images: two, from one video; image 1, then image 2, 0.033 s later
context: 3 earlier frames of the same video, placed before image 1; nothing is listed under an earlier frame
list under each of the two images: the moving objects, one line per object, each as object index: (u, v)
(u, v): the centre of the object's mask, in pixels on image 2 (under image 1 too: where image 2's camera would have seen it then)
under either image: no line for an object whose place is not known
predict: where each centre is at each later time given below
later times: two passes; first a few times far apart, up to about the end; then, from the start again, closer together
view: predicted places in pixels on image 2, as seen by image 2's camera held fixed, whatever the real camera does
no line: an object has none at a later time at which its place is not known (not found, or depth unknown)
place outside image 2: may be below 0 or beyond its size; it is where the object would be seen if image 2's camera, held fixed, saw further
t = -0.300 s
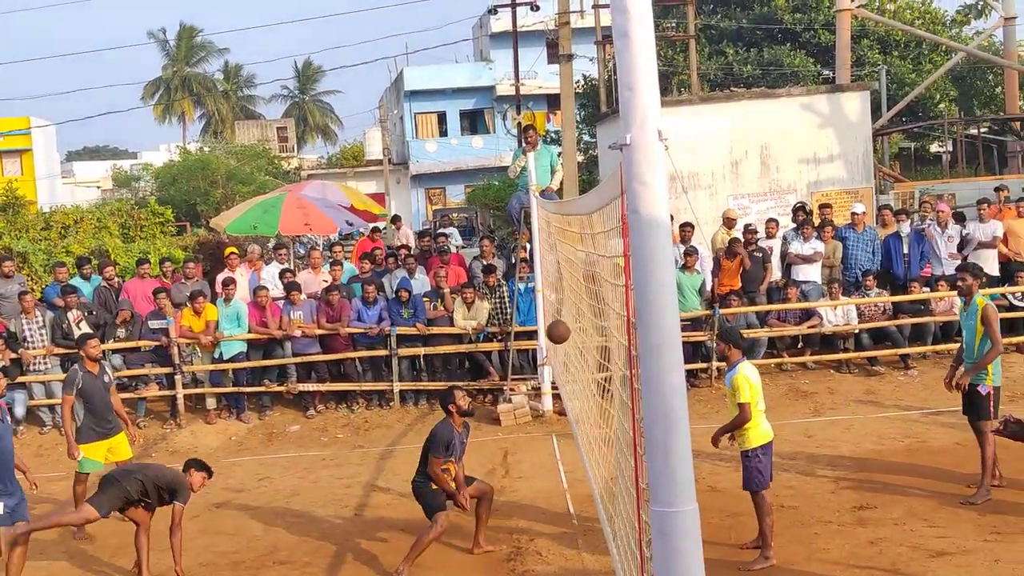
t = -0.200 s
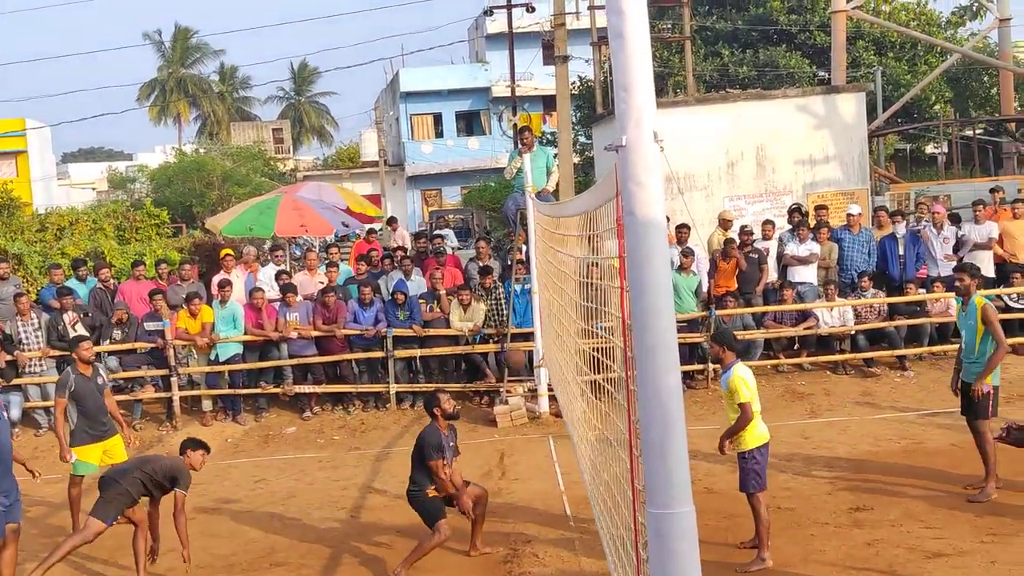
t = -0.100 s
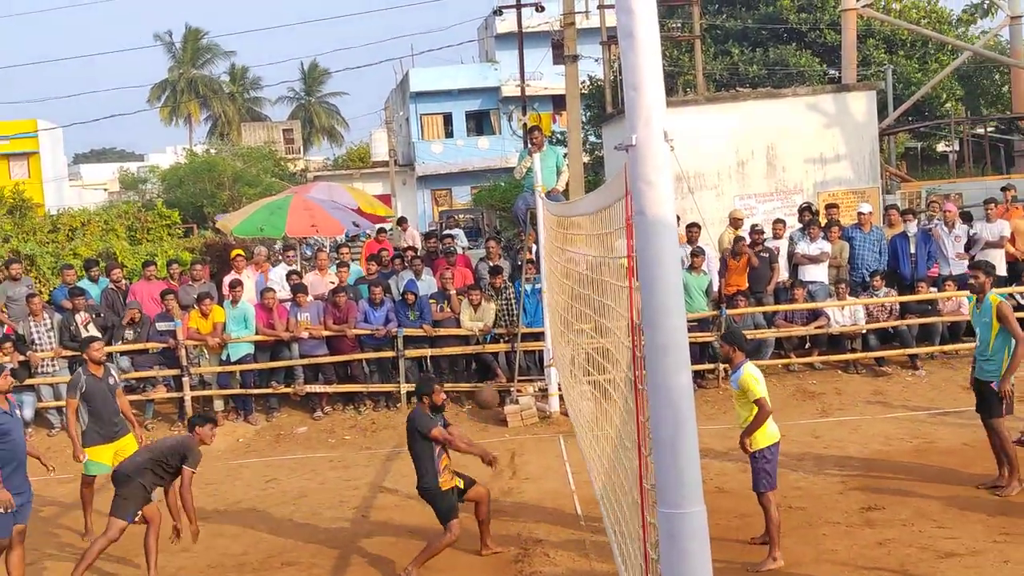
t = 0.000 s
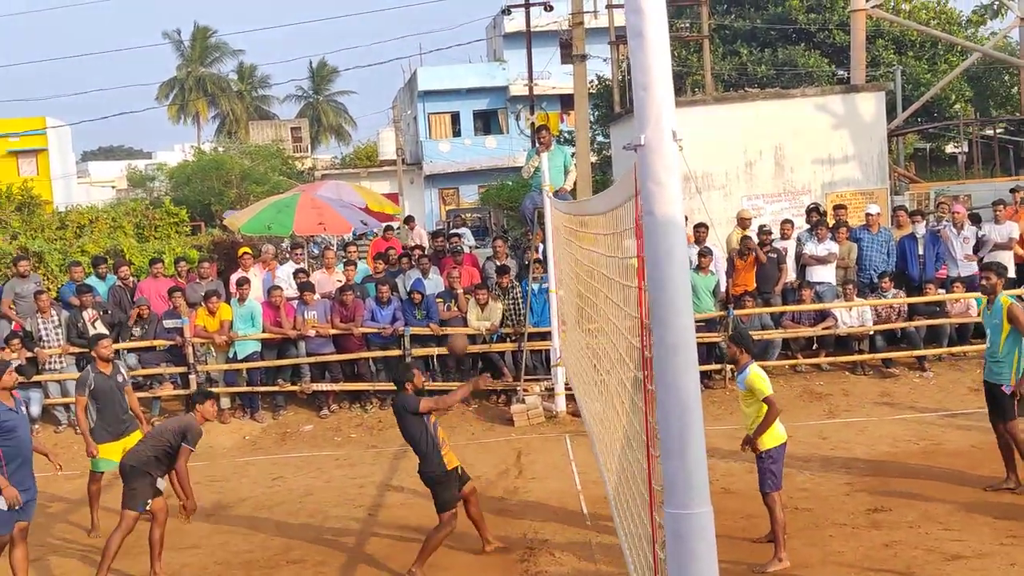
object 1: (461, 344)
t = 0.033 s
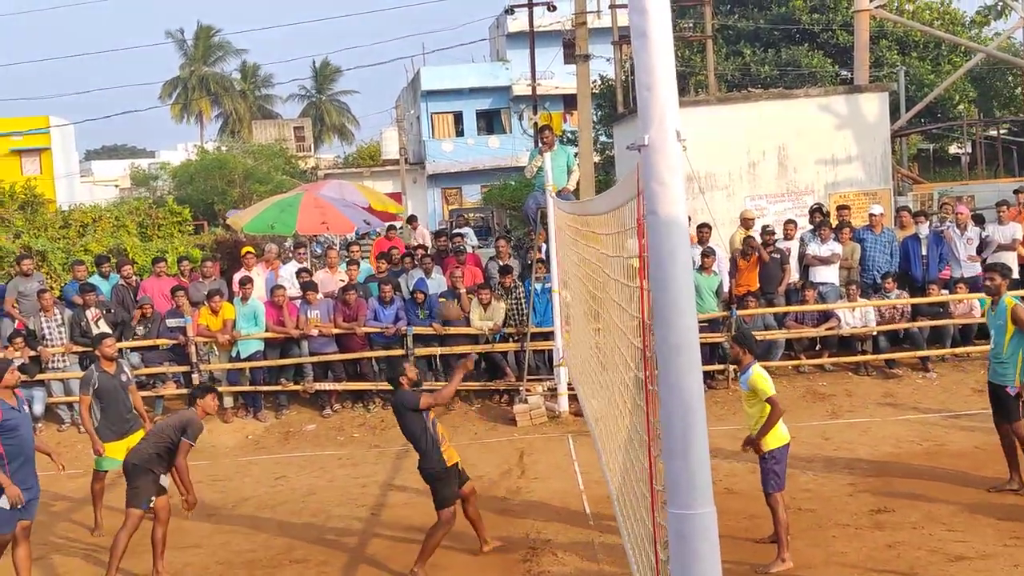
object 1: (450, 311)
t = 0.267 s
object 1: (375, 134)
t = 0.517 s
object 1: (308, 30)
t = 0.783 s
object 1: (247, 16)
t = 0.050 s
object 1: (443, 296)
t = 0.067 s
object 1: (437, 279)
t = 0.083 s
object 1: (432, 265)
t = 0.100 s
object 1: (427, 253)
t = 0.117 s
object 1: (420, 238)
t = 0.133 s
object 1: (415, 225)
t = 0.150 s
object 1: (411, 212)
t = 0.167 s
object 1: (406, 199)
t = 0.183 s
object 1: (400, 188)
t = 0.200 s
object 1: (396, 177)
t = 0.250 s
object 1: (380, 143)
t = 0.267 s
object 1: (375, 134)
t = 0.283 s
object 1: (371, 124)
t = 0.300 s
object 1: (366, 115)
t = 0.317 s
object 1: (362, 106)
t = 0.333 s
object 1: (357, 97)
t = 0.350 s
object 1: (352, 88)
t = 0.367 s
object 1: (348, 81)
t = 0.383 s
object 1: (343, 73)
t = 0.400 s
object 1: (338, 66)
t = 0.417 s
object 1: (334, 60)
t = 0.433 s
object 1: (329, 54)
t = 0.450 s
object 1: (325, 49)
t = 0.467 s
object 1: (321, 44)
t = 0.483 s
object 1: (317, 39)
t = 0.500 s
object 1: (312, 35)
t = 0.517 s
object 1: (308, 30)
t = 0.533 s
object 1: (303, 27)
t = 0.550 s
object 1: (299, 24)
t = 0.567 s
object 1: (296, 21)
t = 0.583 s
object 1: (292, 19)
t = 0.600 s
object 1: (288, 17)
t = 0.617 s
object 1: (284, 15)
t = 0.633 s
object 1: (280, 13)
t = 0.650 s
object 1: (276, 12)
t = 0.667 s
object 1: (273, 12)
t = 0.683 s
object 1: (269, 12)
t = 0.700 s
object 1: (264, 12)
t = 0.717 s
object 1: (260, 12)
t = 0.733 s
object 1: (257, 12)
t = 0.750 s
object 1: (254, 13)
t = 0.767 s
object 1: (250, 15)
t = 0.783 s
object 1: (247, 16)
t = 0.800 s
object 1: (244, 18)
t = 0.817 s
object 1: (240, 21)
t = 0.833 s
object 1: (237, 24)
